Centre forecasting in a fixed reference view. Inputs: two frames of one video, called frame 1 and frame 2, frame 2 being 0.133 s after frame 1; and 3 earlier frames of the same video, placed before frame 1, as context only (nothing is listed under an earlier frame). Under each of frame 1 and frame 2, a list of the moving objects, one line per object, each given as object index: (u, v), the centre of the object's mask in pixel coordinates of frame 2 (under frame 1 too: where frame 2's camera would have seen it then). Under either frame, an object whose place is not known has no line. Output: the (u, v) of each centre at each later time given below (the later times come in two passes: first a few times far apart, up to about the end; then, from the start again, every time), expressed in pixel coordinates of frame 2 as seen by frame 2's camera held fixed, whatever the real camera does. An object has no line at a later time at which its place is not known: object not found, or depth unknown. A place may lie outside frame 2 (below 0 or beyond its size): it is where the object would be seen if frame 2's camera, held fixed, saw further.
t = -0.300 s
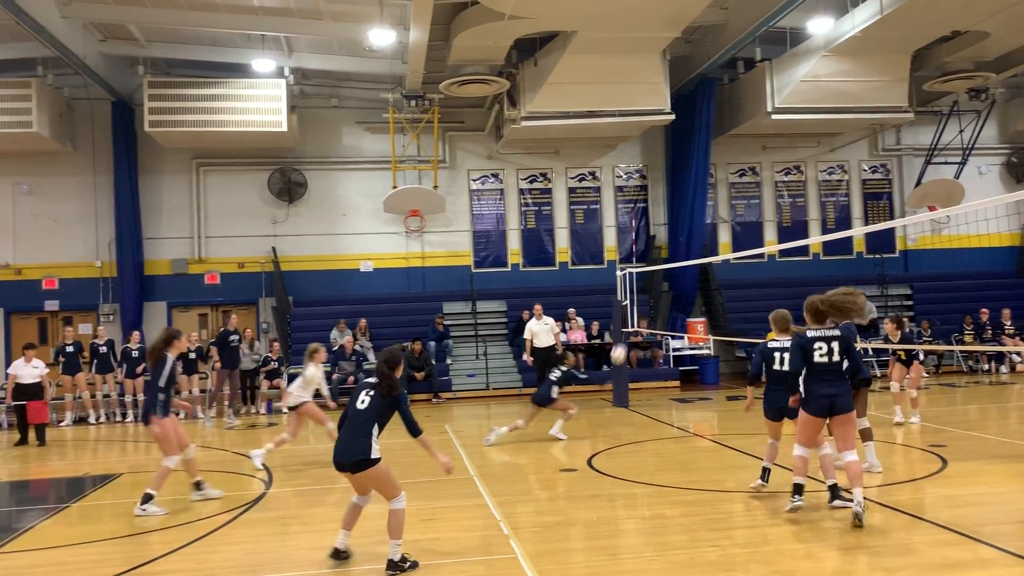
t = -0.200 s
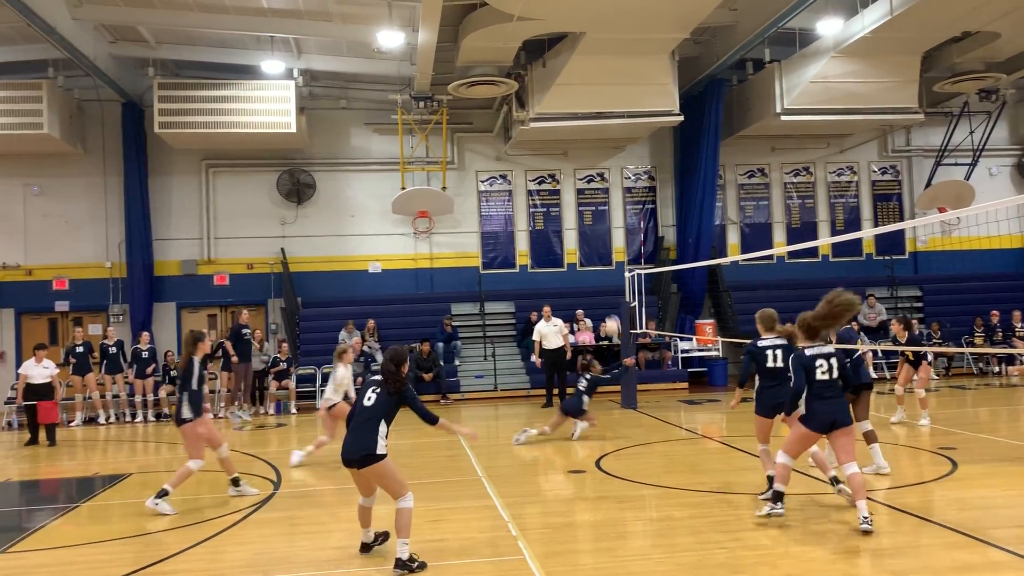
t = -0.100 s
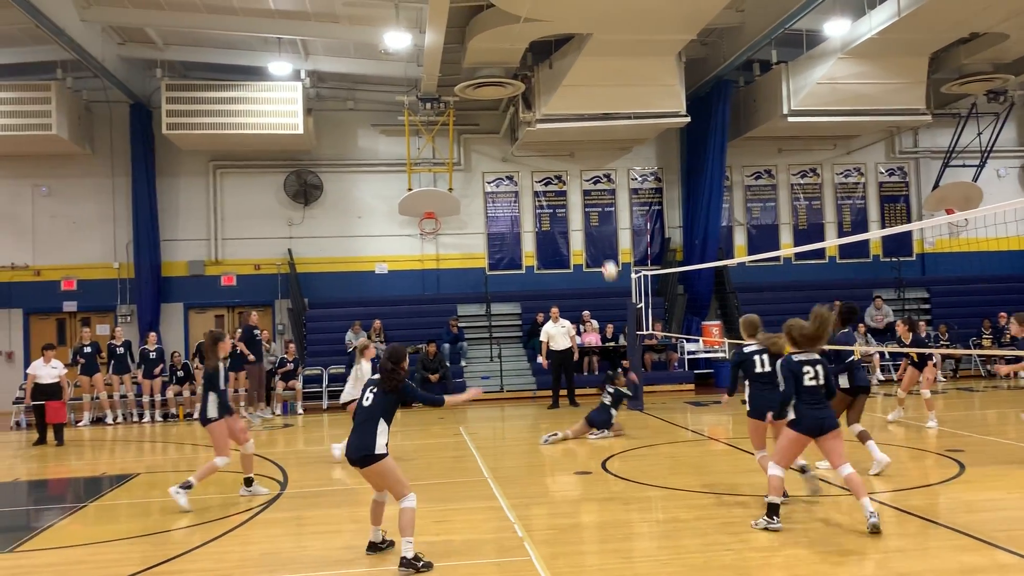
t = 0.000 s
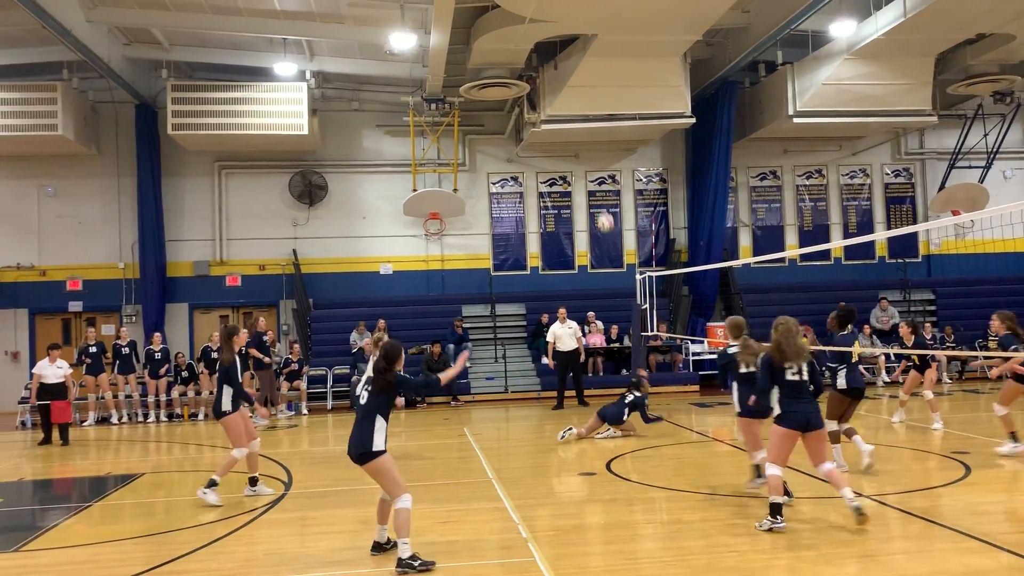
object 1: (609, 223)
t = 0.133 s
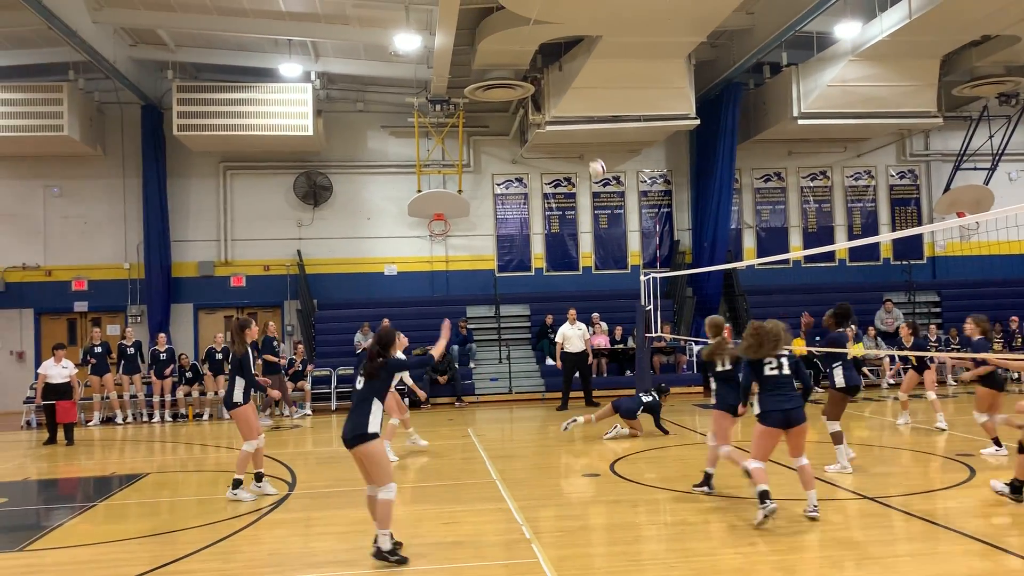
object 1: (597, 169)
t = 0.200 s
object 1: (591, 146)
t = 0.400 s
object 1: (571, 99)
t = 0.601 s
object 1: (552, 82)
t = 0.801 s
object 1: (534, 97)
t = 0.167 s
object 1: (594, 157)
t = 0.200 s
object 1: (591, 146)
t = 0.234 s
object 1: (588, 137)
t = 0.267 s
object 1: (584, 126)
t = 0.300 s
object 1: (581, 119)
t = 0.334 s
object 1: (578, 111)
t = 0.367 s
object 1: (575, 105)
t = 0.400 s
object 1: (571, 99)
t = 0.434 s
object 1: (567, 94)
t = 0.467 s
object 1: (564, 90)
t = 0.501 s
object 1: (561, 87)
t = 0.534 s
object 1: (558, 84)
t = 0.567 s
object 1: (555, 83)
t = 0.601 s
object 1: (552, 82)
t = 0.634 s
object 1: (549, 82)
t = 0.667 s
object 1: (545, 84)
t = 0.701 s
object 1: (542, 85)
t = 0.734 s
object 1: (540, 88)
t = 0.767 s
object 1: (537, 93)
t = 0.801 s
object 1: (534, 97)
